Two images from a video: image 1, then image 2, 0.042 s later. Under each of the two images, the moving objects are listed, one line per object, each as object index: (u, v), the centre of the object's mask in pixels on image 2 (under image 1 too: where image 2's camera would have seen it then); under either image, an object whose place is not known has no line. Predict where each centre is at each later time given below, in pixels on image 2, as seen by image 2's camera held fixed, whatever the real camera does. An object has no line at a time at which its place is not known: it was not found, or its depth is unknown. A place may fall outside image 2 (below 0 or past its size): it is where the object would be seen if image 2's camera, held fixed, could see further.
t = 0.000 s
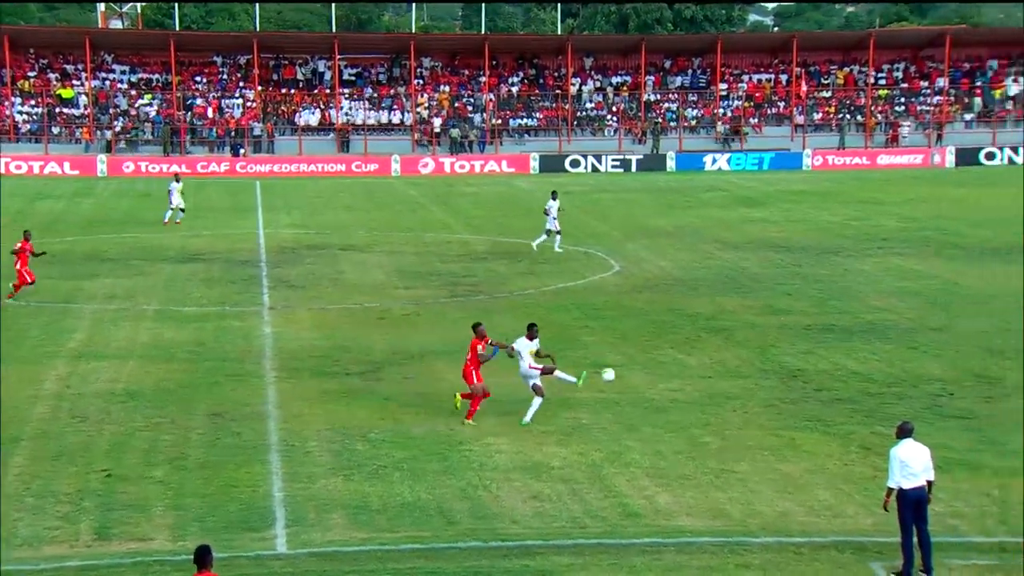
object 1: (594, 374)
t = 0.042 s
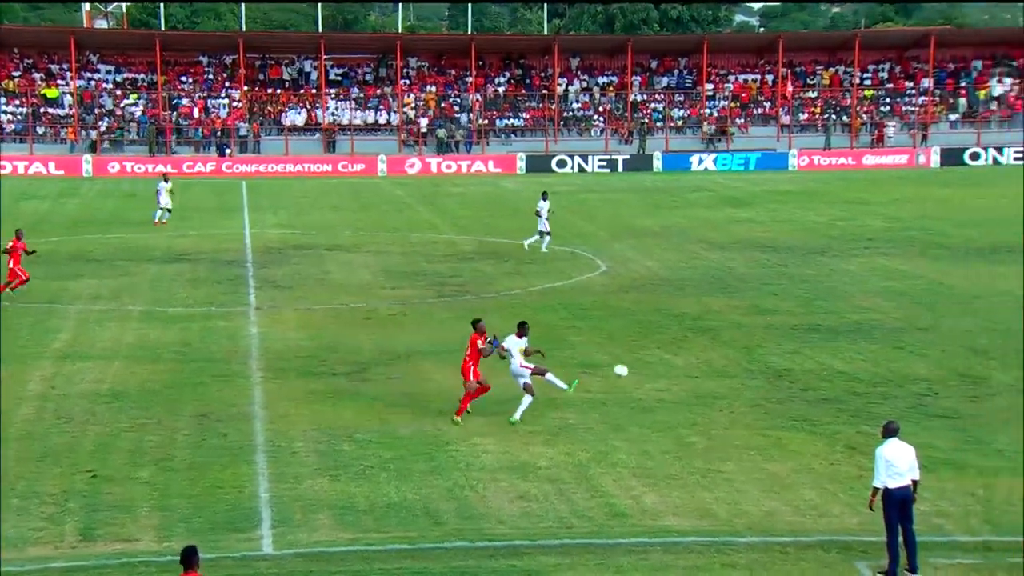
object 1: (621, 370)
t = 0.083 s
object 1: (647, 366)
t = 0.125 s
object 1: (672, 365)
